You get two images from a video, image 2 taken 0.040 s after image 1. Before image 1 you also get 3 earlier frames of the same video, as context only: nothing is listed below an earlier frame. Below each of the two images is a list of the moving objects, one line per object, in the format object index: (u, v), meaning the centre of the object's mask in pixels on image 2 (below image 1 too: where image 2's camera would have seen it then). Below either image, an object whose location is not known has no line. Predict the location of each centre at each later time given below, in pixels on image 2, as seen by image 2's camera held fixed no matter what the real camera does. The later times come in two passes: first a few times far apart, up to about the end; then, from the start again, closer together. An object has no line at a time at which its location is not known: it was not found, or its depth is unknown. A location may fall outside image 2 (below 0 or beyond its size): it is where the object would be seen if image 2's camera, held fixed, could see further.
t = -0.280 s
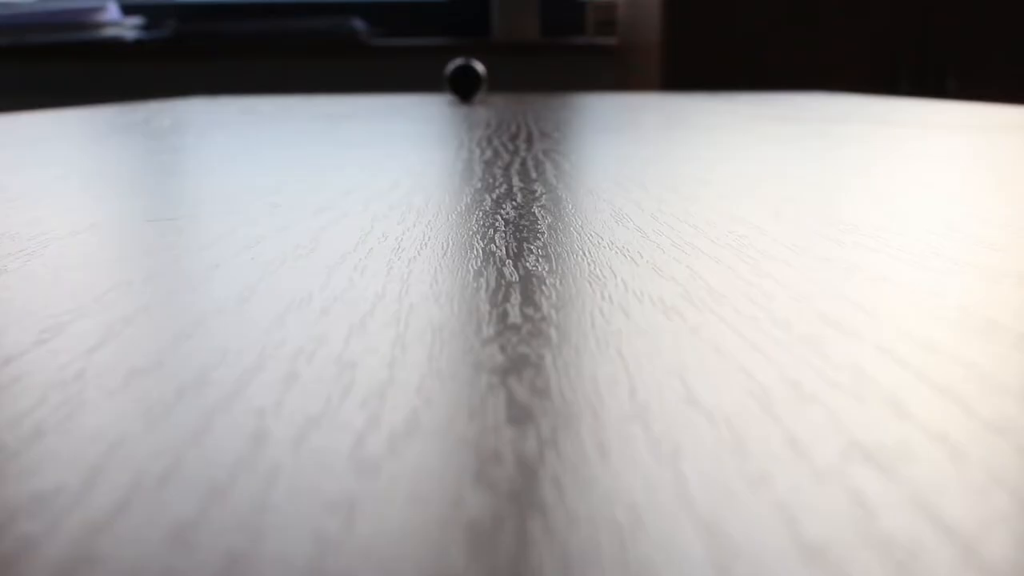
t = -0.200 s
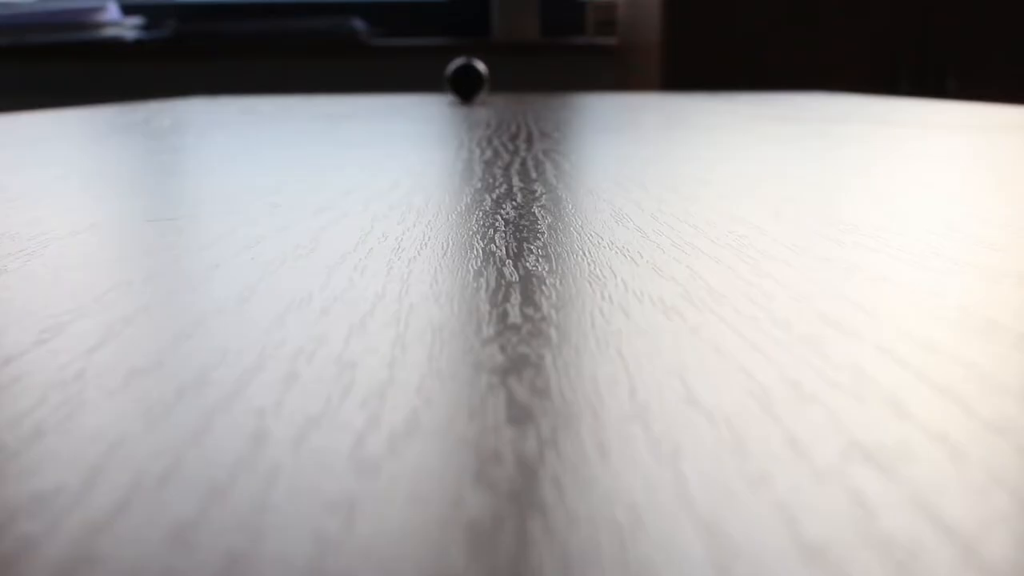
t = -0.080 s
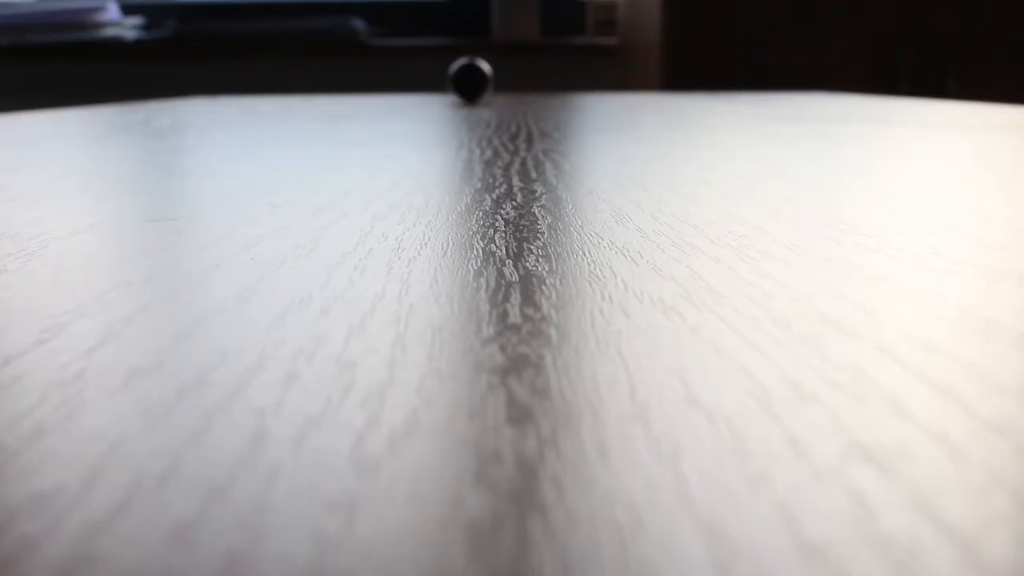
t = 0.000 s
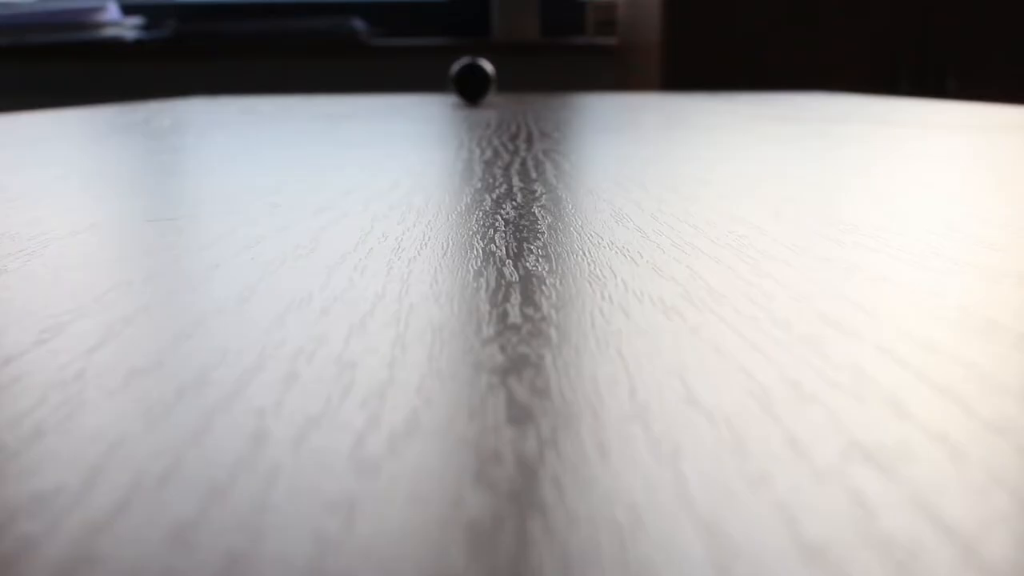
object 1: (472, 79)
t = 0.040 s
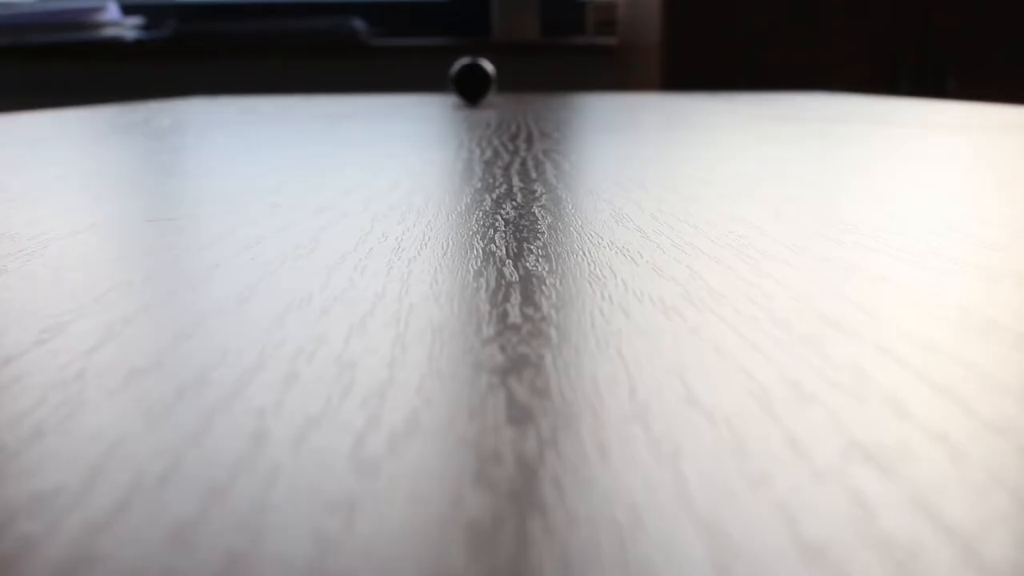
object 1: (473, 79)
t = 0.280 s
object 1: (478, 80)
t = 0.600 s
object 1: (482, 81)
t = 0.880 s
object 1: (491, 82)
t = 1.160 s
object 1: (508, 84)
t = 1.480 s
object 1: (533, 86)
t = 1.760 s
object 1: (563, 89)
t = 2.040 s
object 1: (594, 92)
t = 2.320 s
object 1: (620, 98)
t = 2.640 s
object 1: (656, 106)
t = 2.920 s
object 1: (709, 120)
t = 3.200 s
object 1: (732, 149)
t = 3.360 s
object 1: (723, 173)
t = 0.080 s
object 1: (473, 79)
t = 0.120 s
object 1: (474, 79)
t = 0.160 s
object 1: (474, 79)
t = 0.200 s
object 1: (476, 80)
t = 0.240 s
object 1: (477, 80)
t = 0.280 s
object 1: (478, 80)
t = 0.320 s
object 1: (478, 80)
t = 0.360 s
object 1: (478, 80)
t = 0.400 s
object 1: (478, 80)
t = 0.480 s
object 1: (479, 81)
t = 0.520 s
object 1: (480, 81)
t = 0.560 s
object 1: (481, 81)
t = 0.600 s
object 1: (482, 81)
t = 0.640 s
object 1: (483, 81)
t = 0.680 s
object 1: (484, 82)
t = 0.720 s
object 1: (484, 81)
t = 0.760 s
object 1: (485, 82)
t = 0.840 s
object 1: (487, 82)
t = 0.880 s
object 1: (491, 82)
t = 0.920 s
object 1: (494, 83)
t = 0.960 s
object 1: (496, 83)
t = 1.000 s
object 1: (499, 83)
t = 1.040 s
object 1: (501, 83)
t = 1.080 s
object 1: (502, 83)
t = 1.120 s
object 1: (505, 84)
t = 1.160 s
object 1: (508, 84)
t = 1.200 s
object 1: (510, 84)
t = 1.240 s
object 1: (514, 84)
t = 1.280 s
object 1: (518, 84)
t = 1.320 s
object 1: (520, 85)
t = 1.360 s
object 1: (524, 85)
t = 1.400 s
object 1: (527, 85)
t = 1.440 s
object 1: (529, 85)
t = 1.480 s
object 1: (533, 86)
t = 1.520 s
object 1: (538, 86)
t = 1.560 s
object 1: (544, 87)
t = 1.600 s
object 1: (547, 87)
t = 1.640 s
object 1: (552, 87)
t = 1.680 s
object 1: (557, 88)
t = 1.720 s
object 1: (559, 88)
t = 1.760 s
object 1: (563, 89)
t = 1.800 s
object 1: (567, 89)
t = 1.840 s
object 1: (569, 89)
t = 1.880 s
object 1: (574, 90)
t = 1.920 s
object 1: (580, 91)
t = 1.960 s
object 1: (582, 91)
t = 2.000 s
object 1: (589, 92)
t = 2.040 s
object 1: (594, 92)
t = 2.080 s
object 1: (597, 93)
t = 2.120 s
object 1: (602, 94)
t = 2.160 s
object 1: (606, 95)
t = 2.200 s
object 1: (610, 95)
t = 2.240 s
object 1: (612, 96)
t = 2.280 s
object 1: (616, 96)
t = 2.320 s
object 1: (620, 98)
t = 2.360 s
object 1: (623, 98)
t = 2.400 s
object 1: (630, 99)
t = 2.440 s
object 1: (637, 100)
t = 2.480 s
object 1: (640, 101)
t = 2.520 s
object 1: (646, 102)
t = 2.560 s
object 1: (650, 103)
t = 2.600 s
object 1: (652, 104)
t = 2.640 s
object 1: (656, 106)
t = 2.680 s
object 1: (661, 107)
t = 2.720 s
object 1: (664, 108)
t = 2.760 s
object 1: (672, 109)
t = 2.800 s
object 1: (680, 112)
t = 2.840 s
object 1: (691, 115)
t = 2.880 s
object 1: (698, 116)
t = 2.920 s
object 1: (709, 120)
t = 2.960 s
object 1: (720, 123)
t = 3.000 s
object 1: (725, 125)
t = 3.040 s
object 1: (732, 129)
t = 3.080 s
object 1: (737, 134)
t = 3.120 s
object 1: (737, 137)
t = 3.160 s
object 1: (736, 142)
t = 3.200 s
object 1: (732, 149)
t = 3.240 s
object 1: (731, 152)
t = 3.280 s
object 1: (728, 160)
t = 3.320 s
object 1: (726, 168)
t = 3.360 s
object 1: (723, 173)
